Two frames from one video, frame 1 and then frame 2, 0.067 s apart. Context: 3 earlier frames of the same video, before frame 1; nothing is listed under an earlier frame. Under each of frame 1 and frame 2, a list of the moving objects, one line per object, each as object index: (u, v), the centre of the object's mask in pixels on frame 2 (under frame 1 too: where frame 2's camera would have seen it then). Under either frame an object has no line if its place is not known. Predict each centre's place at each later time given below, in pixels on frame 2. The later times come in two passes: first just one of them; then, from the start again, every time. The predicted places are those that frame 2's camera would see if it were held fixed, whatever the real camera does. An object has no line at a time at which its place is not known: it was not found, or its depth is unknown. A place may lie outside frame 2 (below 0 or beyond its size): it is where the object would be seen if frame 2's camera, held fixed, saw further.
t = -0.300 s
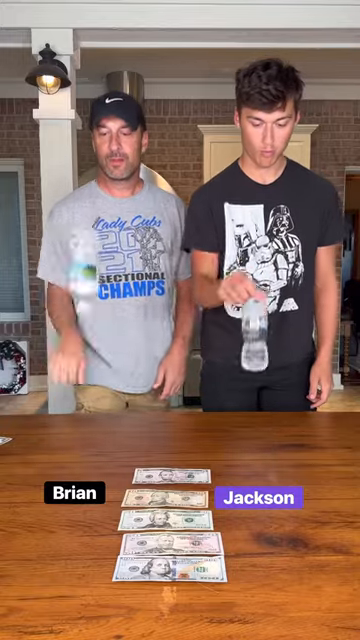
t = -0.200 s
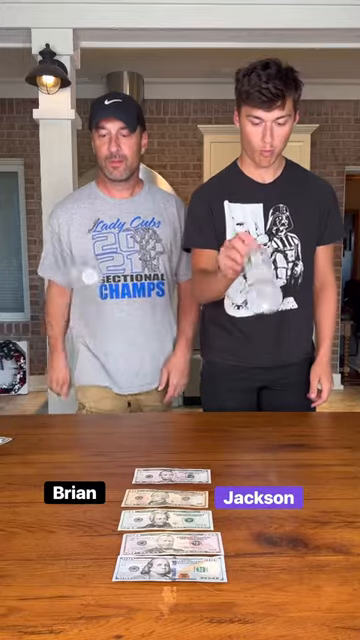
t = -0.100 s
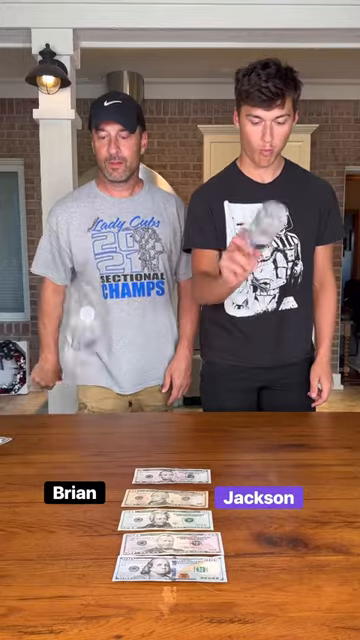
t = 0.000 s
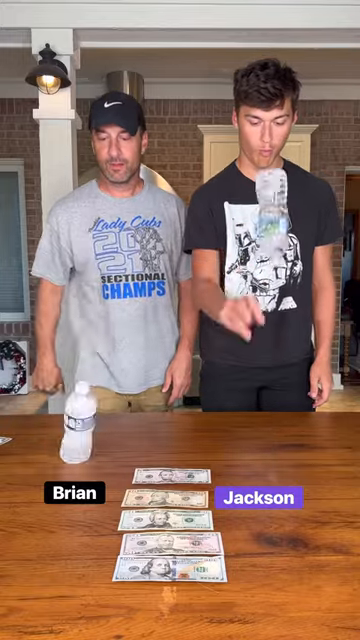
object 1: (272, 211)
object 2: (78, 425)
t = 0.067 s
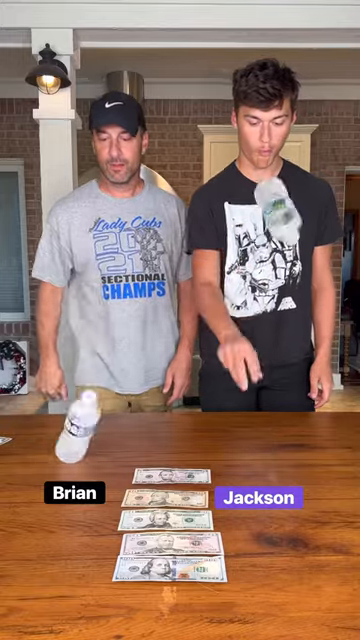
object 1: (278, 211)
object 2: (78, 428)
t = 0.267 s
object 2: (80, 455)
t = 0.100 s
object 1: (279, 214)
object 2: (79, 431)
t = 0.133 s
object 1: (281, 225)
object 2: (81, 438)
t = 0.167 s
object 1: (281, 242)
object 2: (83, 449)
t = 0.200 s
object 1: (282, 268)
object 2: (82, 454)
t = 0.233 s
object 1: (281, 300)
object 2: (81, 455)
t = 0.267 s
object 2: (80, 455)
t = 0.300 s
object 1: (280, 376)
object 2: (78, 456)
